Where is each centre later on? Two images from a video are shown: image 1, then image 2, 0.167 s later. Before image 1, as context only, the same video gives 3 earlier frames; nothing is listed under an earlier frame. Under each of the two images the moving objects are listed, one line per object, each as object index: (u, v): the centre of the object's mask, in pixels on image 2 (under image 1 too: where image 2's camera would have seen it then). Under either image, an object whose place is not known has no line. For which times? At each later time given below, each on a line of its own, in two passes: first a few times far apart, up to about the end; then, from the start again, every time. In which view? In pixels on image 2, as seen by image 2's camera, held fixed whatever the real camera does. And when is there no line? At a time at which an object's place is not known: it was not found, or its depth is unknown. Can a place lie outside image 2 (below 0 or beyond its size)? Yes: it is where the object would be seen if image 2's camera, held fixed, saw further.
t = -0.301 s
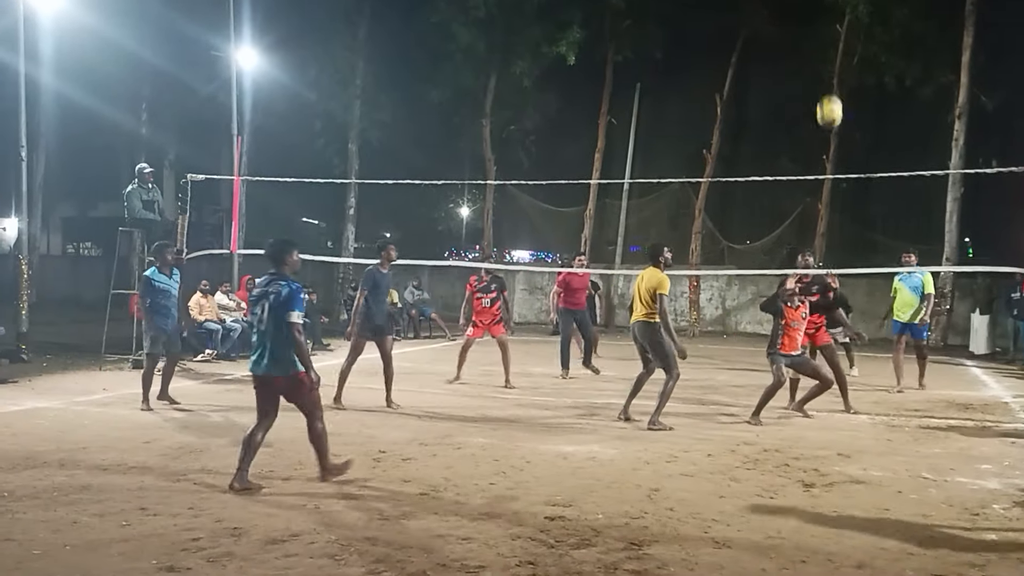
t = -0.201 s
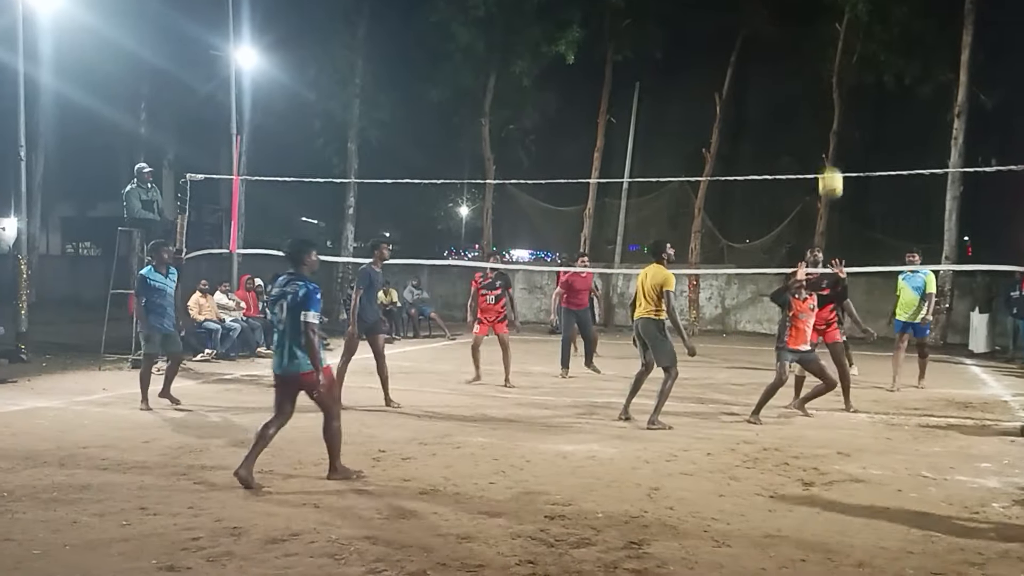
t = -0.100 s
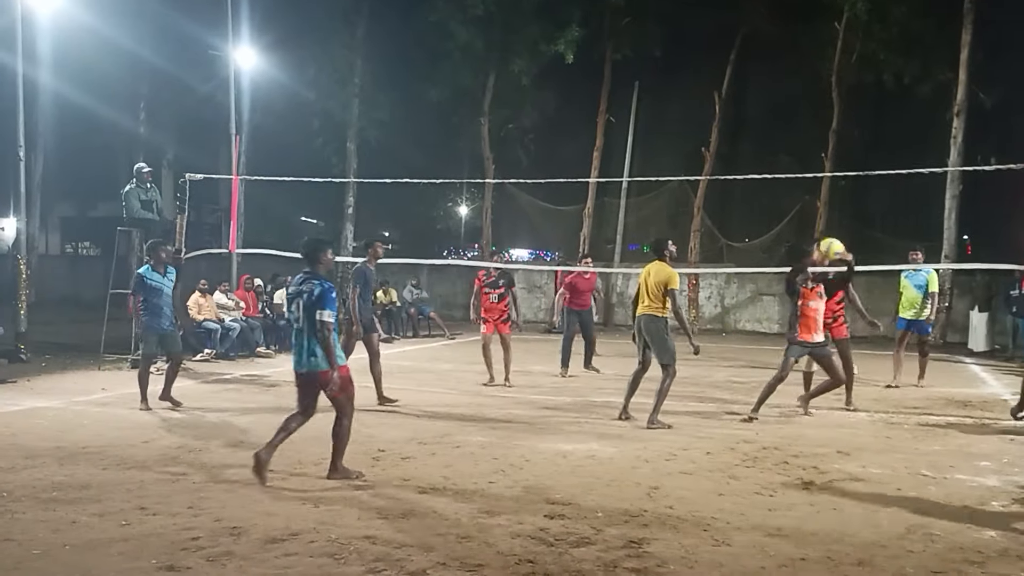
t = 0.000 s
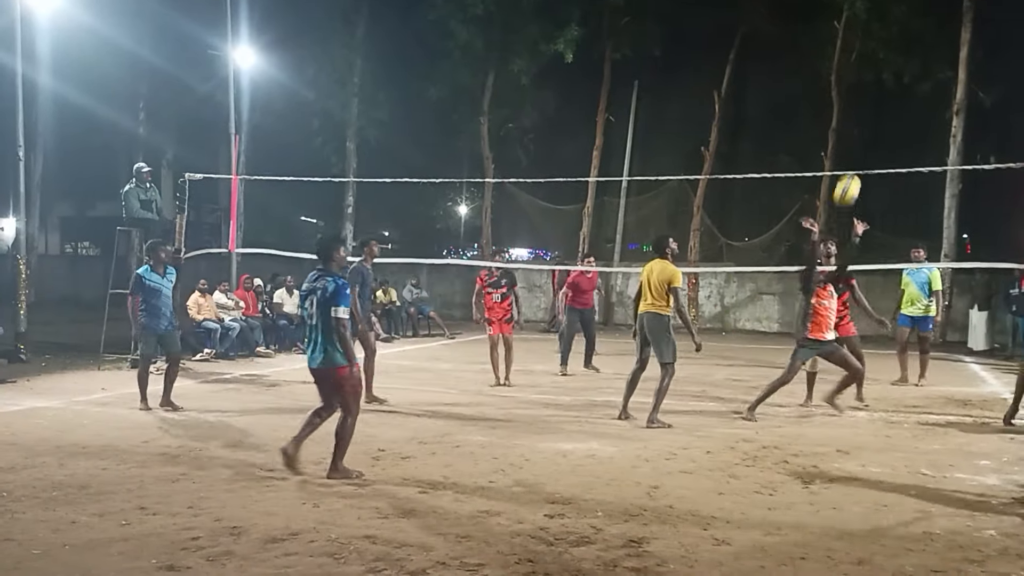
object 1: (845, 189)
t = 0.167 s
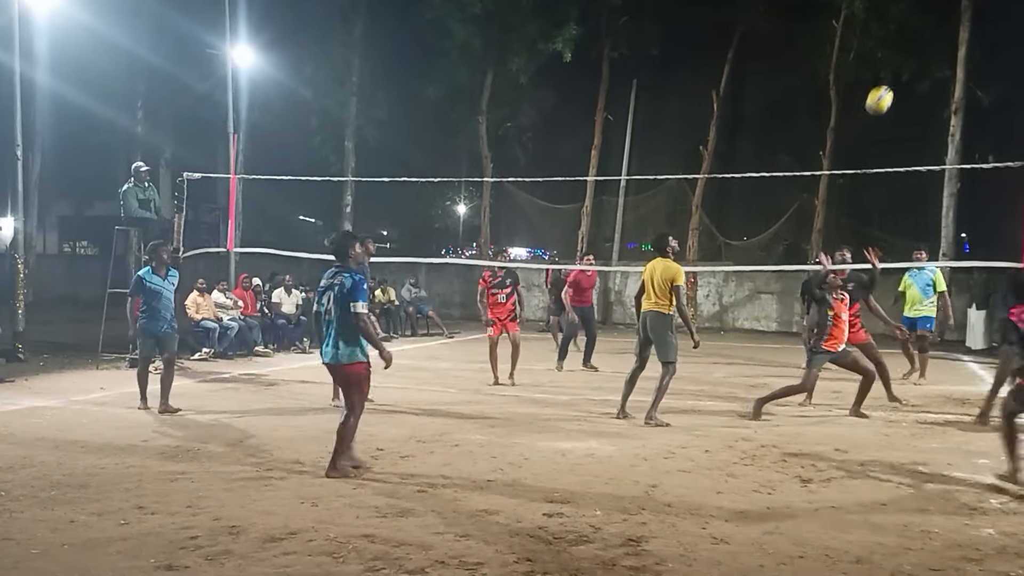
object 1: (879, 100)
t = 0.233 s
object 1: (893, 73)
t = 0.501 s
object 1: (944, 14)
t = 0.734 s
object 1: (987, 25)
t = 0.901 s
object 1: (1012, 66)
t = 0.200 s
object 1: (886, 86)
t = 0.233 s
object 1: (893, 73)
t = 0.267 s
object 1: (899, 61)
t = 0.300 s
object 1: (906, 51)
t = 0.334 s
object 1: (912, 42)
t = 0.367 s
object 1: (919, 33)
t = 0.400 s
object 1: (925, 27)
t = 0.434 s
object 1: (932, 22)
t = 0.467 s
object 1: (938, 17)
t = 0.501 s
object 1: (944, 14)
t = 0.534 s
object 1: (951, 12)
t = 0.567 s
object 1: (957, 12)
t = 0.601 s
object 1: (963, 12)
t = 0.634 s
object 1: (969, 13)
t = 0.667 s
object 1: (975, 16)
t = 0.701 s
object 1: (981, 19)
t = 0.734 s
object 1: (987, 25)
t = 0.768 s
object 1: (993, 31)
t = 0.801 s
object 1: (999, 38)
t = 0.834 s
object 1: (1005, 46)
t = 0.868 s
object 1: (1009, 56)
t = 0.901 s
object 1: (1012, 66)
